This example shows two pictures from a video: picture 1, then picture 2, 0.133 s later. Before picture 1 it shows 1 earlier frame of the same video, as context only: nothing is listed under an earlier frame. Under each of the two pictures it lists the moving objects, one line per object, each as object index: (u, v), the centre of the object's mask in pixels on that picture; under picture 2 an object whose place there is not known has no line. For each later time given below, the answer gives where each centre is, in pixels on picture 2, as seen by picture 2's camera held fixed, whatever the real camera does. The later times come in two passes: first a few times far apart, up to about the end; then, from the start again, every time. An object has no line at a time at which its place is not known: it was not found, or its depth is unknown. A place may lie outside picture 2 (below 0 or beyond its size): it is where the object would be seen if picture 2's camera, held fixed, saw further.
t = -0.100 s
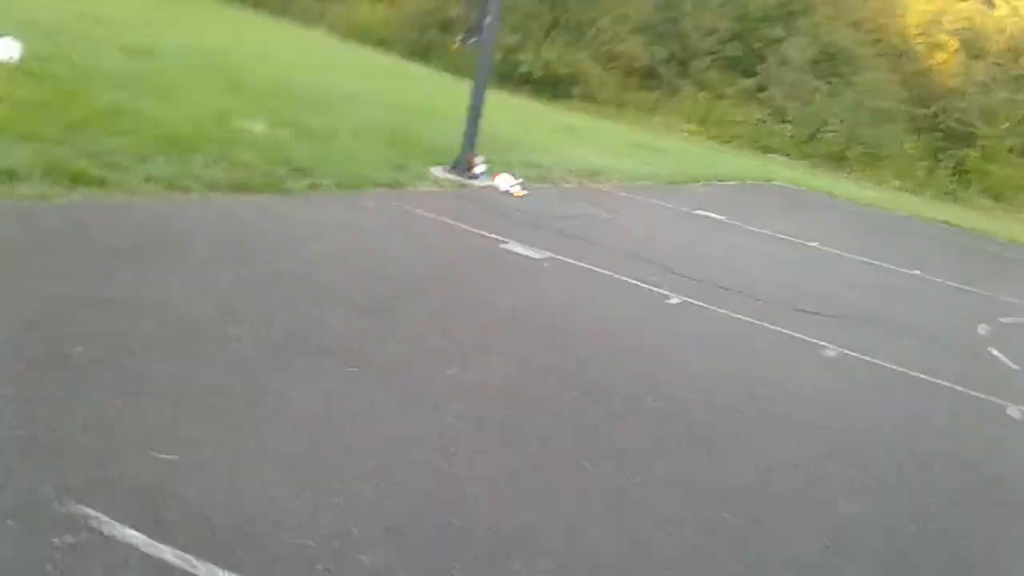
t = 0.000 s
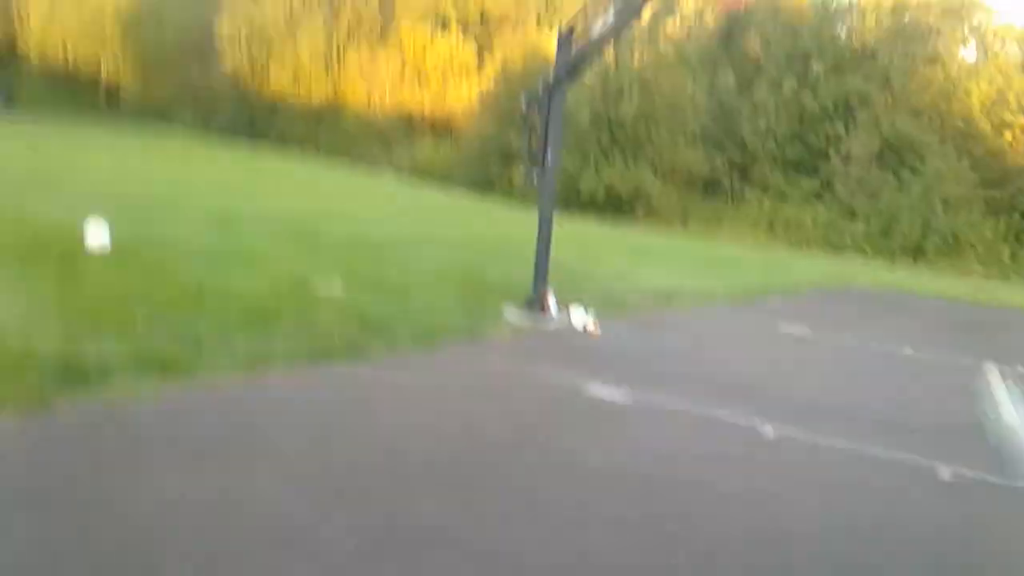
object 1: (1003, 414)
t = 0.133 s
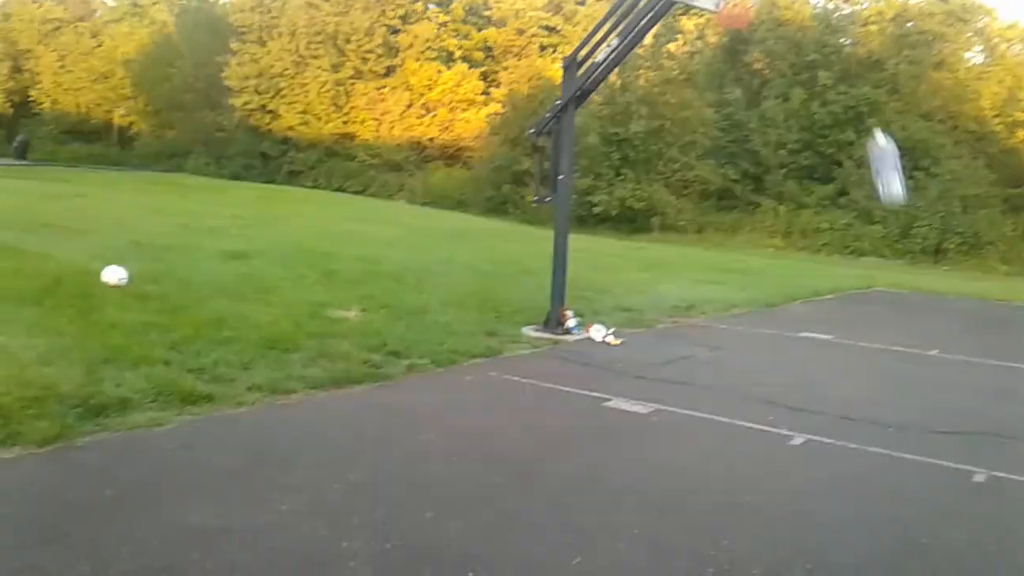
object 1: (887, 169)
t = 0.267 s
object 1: (816, 117)
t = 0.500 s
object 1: (744, 172)
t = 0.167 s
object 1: (864, 146)
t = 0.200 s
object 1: (845, 132)
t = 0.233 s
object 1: (829, 123)
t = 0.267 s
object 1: (816, 117)
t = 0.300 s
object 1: (804, 116)
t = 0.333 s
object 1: (794, 121)
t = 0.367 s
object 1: (781, 127)
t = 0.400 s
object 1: (770, 136)
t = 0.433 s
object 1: (760, 146)
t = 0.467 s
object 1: (751, 159)
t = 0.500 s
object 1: (744, 172)
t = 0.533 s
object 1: (738, 187)
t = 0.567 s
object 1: (731, 202)
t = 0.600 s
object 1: (725, 219)
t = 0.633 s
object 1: (718, 236)
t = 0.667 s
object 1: (715, 255)
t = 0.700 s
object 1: (711, 275)
